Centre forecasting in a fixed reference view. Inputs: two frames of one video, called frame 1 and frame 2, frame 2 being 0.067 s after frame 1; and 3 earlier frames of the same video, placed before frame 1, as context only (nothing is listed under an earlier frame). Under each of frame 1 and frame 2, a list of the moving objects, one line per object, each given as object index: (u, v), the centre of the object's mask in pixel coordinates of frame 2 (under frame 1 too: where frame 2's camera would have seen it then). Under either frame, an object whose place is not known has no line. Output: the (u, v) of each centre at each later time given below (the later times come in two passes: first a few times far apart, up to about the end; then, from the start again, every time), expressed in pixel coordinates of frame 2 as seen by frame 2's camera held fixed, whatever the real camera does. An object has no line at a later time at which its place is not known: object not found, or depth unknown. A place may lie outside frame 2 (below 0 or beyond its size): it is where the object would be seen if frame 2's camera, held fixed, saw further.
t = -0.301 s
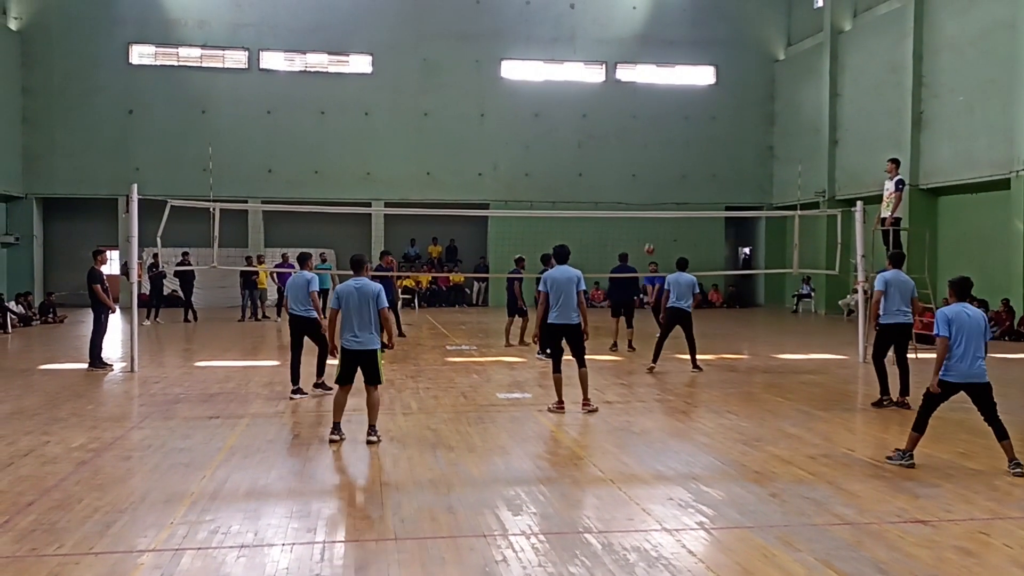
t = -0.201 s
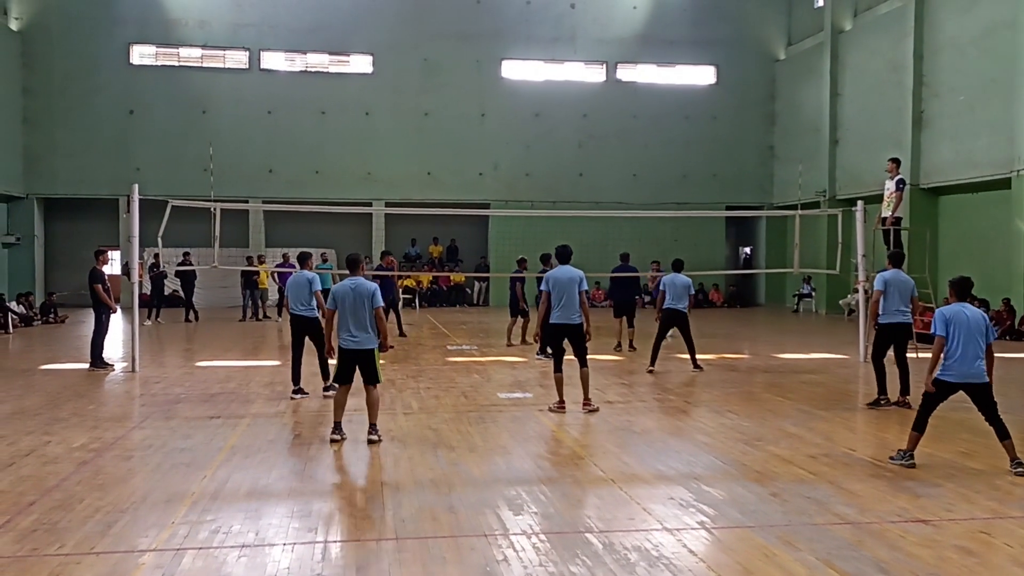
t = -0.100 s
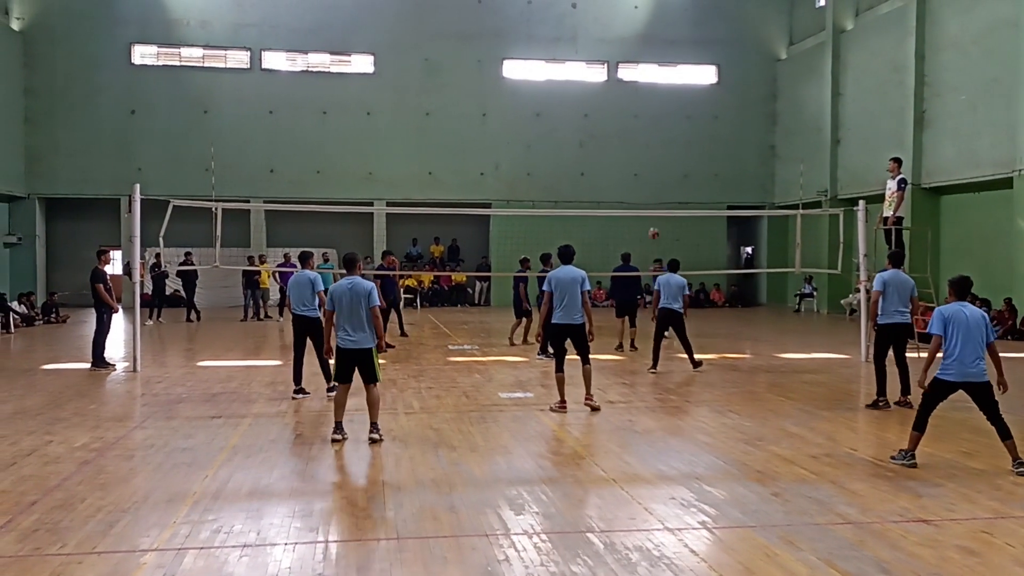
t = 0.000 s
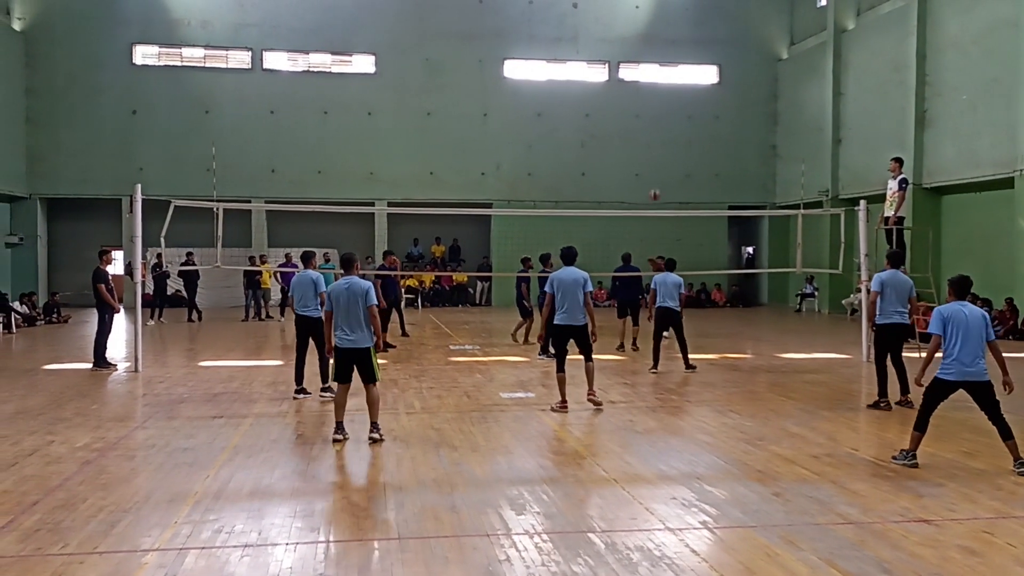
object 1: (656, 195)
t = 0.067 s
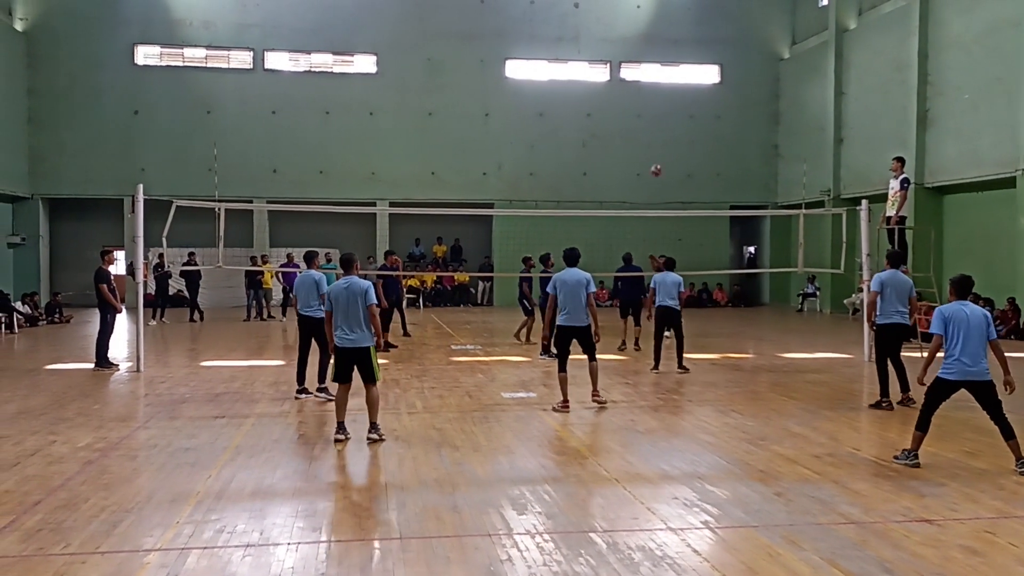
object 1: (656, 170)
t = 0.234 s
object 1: (656, 119)
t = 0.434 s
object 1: (656, 75)
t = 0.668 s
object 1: (655, 47)
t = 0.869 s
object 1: (654, 50)
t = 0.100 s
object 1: (656, 159)
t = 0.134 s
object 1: (656, 148)
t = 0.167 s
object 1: (656, 138)
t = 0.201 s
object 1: (656, 128)
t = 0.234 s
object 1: (656, 119)
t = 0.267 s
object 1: (656, 110)
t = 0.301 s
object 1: (656, 102)
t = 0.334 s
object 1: (655, 94)
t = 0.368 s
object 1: (655, 87)
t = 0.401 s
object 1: (656, 81)
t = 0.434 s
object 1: (656, 75)
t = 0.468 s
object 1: (656, 68)
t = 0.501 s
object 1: (656, 62)
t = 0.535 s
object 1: (655, 58)
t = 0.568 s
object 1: (655, 55)
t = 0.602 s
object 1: (655, 52)
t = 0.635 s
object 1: (655, 49)
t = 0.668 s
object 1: (655, 47)
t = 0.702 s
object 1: (655, 46)
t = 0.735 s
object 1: (655, 45)
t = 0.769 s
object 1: (655, 45)
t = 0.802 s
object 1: (654, 46)
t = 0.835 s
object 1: (654, 48)
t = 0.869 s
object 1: (654, 50)
